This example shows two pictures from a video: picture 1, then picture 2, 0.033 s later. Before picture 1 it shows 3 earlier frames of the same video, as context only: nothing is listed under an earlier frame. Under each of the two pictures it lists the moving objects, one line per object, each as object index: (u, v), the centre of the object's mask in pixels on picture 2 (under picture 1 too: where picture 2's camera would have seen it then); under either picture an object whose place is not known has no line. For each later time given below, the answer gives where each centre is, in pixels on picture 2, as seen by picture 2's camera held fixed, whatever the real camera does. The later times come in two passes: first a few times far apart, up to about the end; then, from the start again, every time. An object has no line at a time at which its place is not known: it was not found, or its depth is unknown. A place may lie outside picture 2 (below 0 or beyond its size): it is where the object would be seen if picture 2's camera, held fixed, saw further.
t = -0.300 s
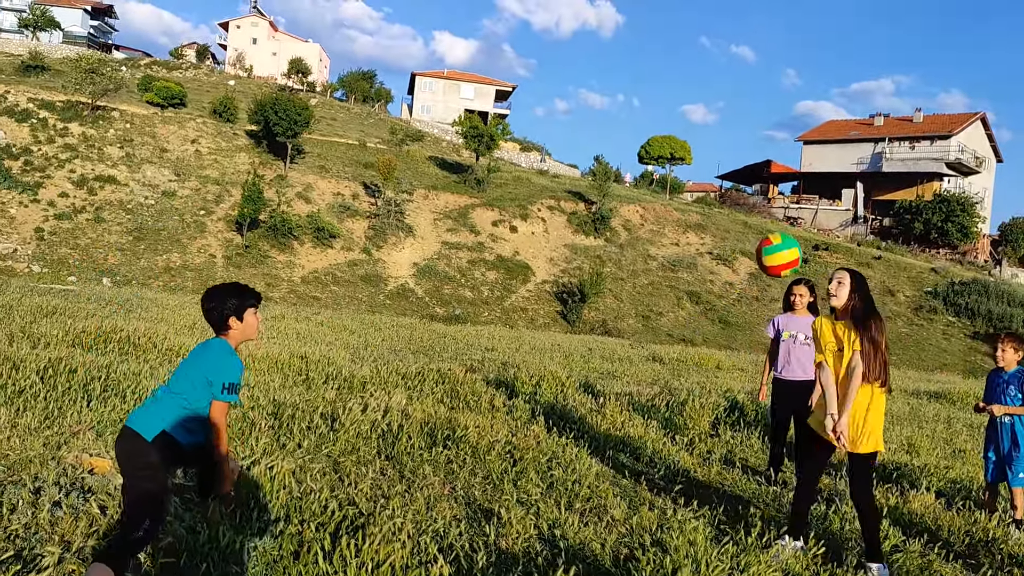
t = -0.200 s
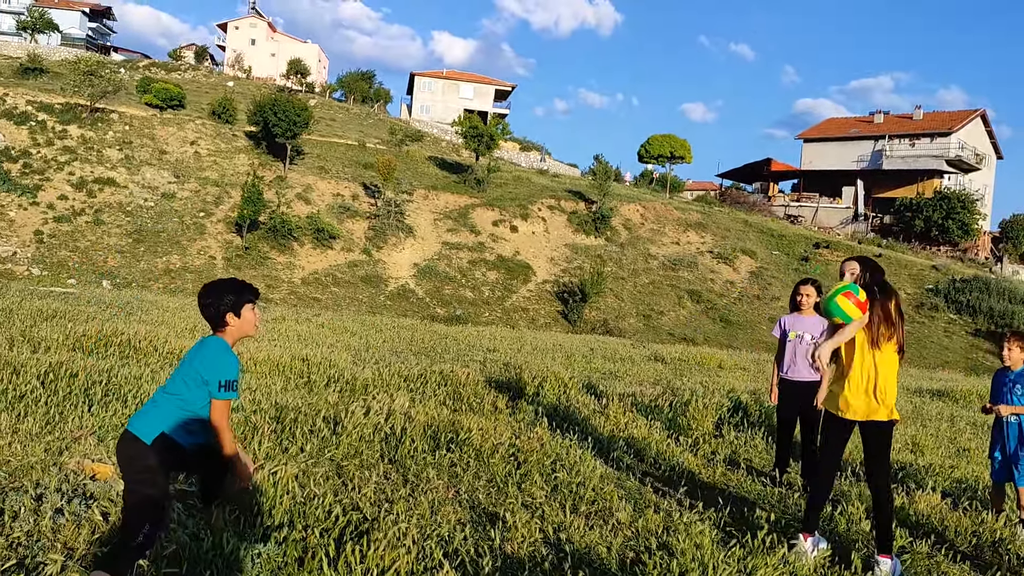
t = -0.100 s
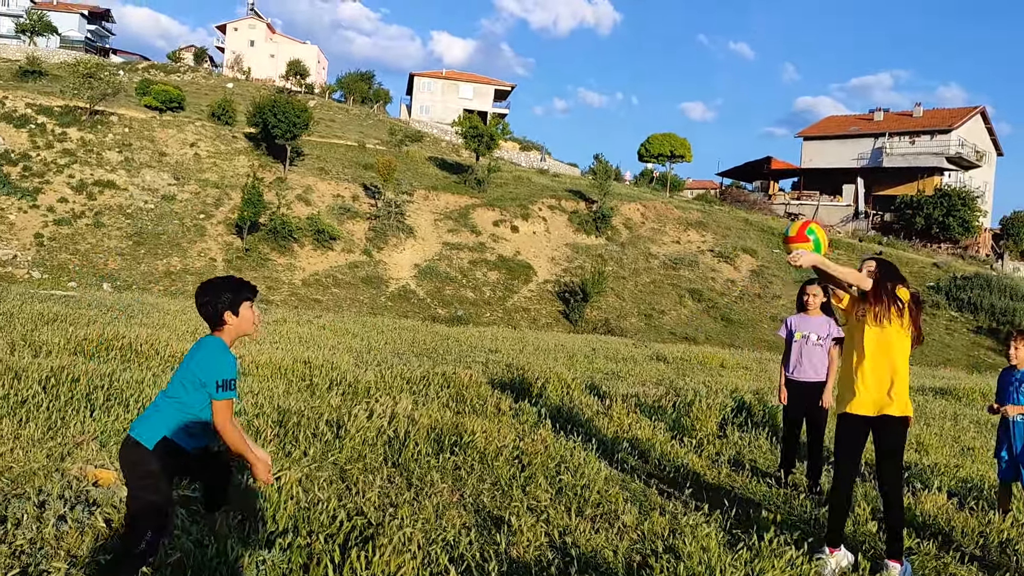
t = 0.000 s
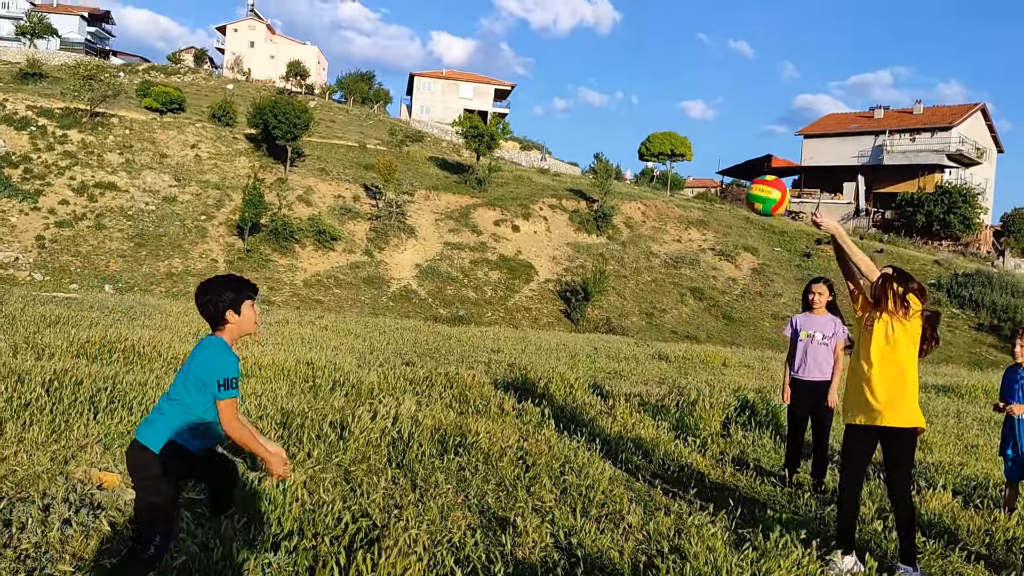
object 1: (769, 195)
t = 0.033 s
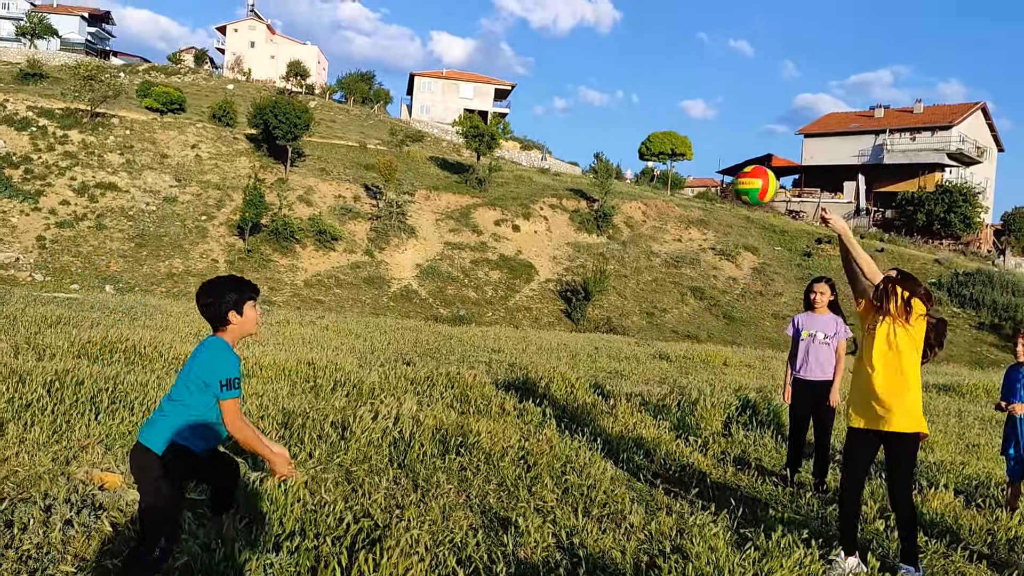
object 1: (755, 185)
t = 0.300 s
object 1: (654, 186)
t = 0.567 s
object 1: (559, 308)
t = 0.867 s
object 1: (482, 440)
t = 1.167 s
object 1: (450, 397)
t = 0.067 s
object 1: (743, 178)
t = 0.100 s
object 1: (729, 173)
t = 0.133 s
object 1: (716, 170)
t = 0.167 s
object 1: (704, 169)
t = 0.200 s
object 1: (691, 171)
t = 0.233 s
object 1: (679, 174)
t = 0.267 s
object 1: (667, 179)
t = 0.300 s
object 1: (654, 186)
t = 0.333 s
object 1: (641, 196)
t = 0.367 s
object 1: (630, 207)
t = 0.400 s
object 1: (618, 220)
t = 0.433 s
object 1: (606, 233)
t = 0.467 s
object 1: (594, 250)
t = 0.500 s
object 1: (582, 267)
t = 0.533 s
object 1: (571, 287)
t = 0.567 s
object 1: (559, 308)
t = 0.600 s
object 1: (548, 330)
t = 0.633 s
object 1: (536, 355)
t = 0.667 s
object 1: (526, 381)
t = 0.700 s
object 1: (516, 408)
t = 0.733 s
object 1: (504, 436)
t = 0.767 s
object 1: (494, 466)
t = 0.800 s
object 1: (489, 468)
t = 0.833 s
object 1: (485, 454)
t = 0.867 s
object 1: (482, 440)
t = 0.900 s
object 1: (479, 429)
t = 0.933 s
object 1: (476, 420)
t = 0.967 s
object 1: (473, 409)
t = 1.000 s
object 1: (469, 403)
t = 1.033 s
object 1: (465, 398)
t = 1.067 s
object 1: (461, 395)
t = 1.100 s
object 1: (457, 393)
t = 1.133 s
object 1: (454, 394)
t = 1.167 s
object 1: (450, 397)
